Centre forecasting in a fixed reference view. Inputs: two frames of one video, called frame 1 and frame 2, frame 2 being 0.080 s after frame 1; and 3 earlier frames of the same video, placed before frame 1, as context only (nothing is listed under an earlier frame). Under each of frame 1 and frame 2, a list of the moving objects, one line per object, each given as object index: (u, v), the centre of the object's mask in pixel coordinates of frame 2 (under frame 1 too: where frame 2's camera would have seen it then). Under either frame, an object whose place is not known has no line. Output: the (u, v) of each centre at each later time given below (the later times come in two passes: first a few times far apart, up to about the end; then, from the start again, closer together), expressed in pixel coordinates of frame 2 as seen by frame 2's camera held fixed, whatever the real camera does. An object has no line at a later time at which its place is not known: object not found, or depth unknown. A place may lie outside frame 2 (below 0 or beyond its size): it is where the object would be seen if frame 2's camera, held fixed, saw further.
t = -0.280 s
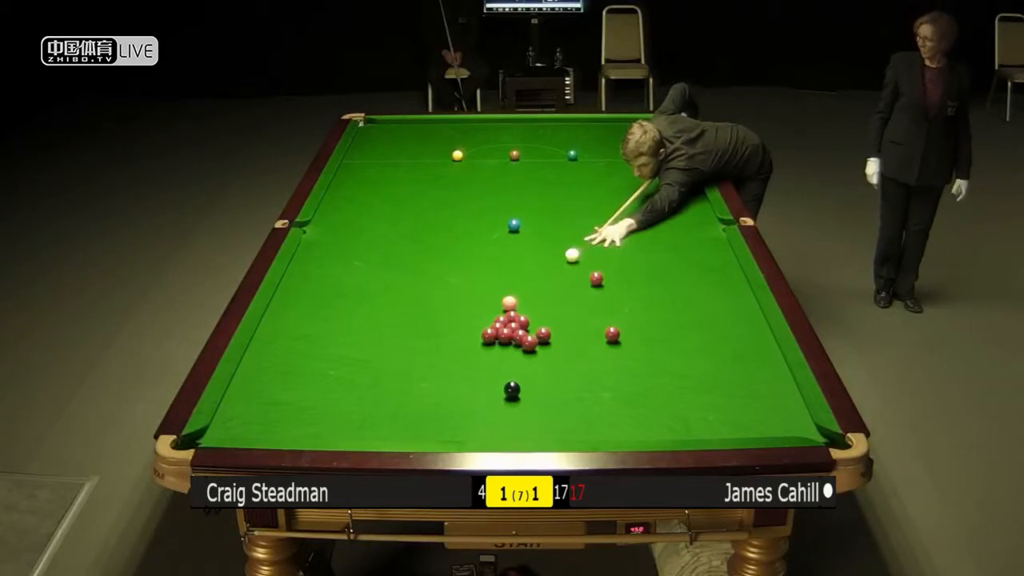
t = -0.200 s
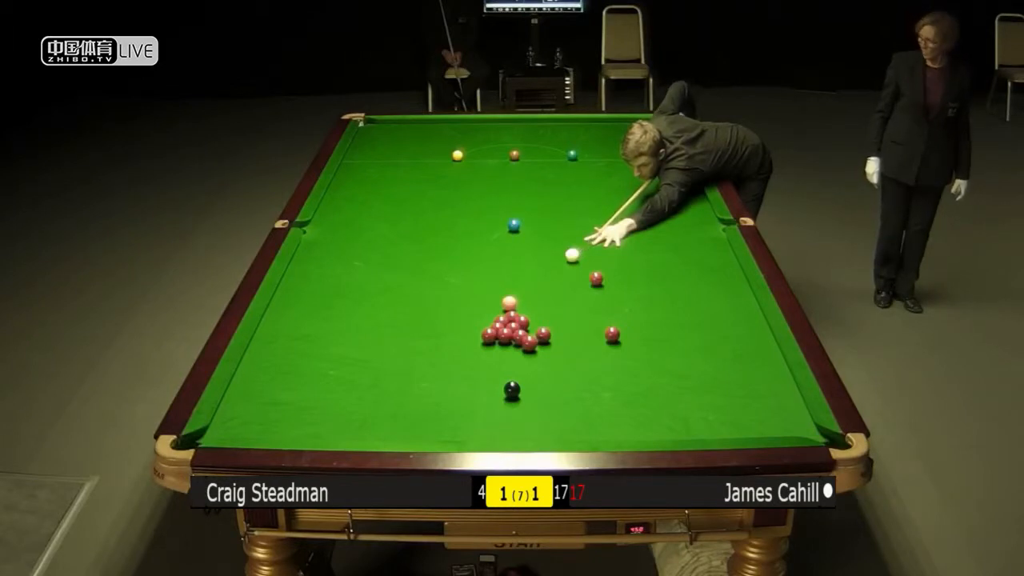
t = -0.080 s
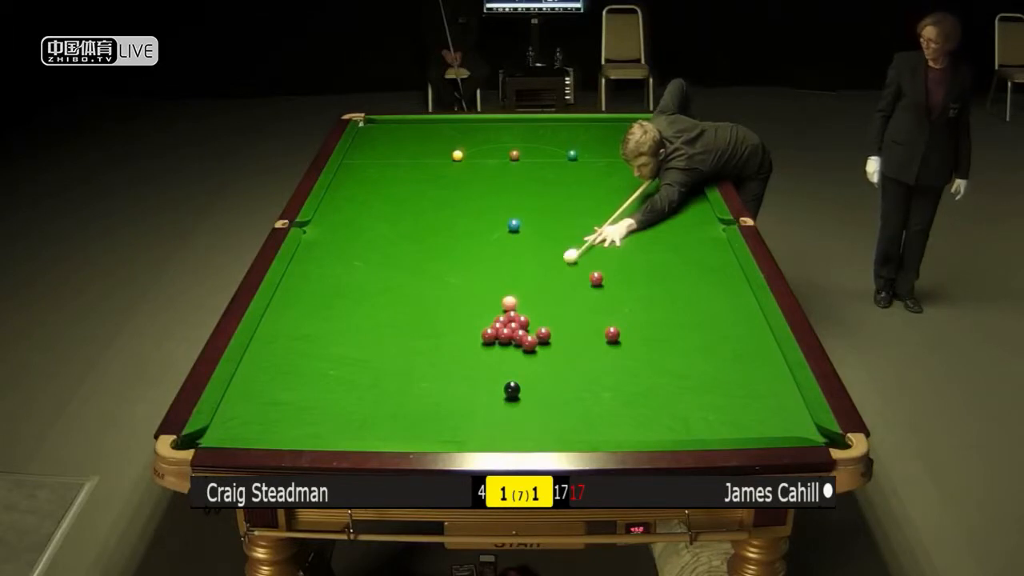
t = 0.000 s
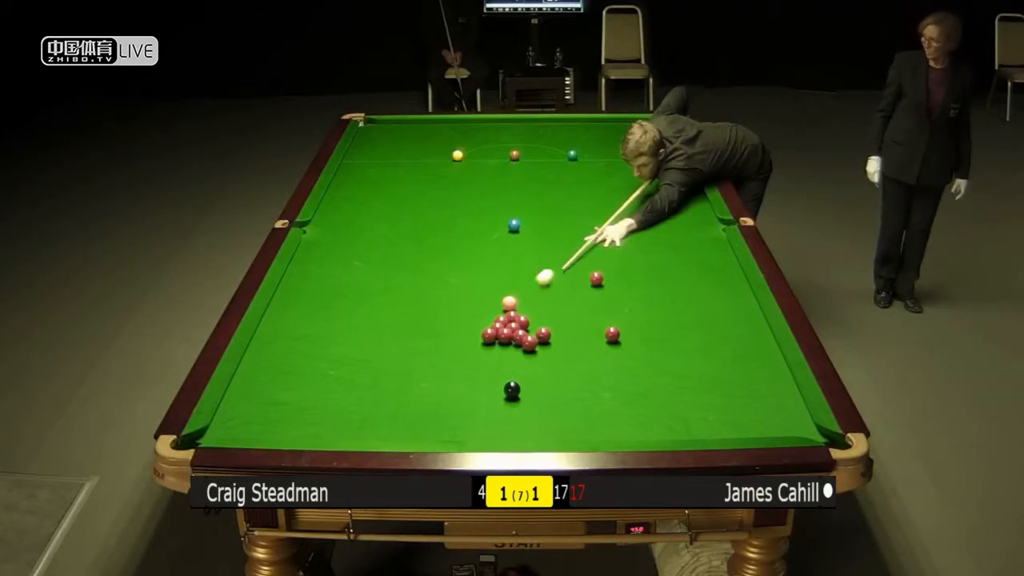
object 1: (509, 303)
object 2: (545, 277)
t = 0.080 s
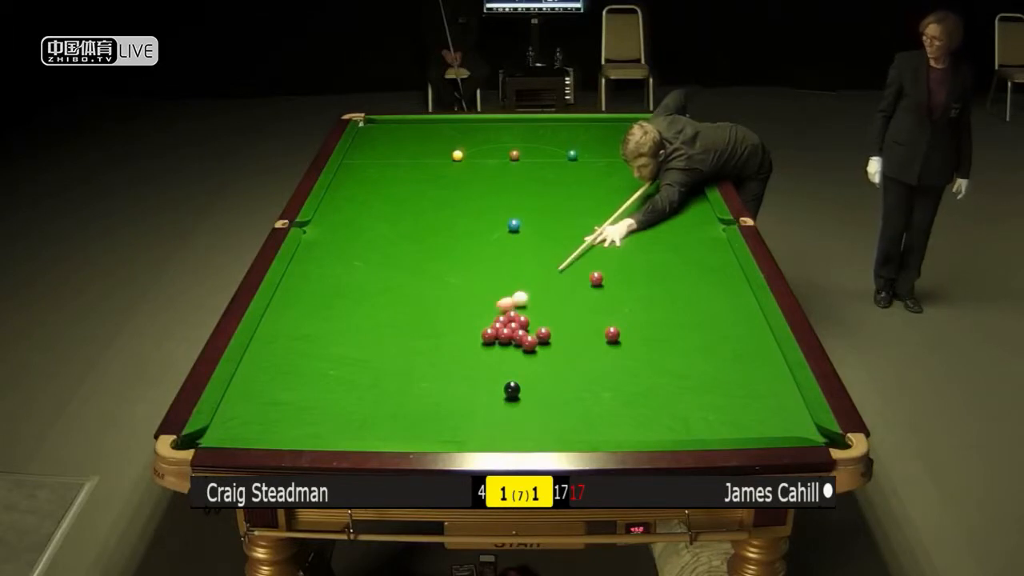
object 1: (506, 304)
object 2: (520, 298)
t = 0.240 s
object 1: (425, 343)
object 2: (540, 304)
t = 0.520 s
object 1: (283, 409)
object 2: (575, 305)
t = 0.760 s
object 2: (603, 306)
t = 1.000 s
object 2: (630, 306)
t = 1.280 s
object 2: (660, 306)
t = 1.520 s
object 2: (685, 306)
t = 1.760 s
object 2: (708, 306)
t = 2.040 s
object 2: (732, 306)
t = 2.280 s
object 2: (752, 306)
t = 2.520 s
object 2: (742, 306)
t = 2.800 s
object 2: (730, 305)
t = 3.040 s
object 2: (721, 304)
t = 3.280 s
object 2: (714, 303)
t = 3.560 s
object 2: (706, 303)
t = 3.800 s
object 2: (701, 303)
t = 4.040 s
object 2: (698, 303)
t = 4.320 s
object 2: (694, 302)
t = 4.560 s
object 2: (693, 302)
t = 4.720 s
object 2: (692, 302)
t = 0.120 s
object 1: (486, 314)
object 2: (525, 300)
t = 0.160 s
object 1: (466, 324)
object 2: (530, 302)
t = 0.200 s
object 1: (446, 334)
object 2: (535, 303)
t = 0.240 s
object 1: (425, 343)
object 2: (540, 304)
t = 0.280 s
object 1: (404, 353)
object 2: (545, 305)
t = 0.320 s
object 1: (384, 362)
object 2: (550, 305)
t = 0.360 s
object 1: (363, 372)
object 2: (555, 305)
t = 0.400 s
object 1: (343, 381)
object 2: (560, 305)
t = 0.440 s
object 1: (324, 391)
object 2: (565, 305)
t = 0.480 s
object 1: (303, 400)
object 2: (570, 305)
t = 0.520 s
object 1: (283, 409)
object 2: (575, 305)
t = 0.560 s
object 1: (262, 419)
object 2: (580, 305)
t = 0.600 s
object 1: (241, 427)
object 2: (584, 305)
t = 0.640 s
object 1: (217, 433)
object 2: (589, 306)
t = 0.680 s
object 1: (201, 437)
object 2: (594, 306)
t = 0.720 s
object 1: (199, 442)
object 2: (599, 306)
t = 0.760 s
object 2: (603, 306)
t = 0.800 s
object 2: (608, 305)
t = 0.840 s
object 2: (613, 306)
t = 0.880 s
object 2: (617, 306)
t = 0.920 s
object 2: (621, 306)
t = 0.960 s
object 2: (626, 306)
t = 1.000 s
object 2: (630, 306)
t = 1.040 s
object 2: (635, 306)
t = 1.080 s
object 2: (639, 306)
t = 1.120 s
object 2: (643, 306)
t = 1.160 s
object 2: (648, 306)
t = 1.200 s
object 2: (652, 305)
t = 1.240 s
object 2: (656, 305)
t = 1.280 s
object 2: (660, 306)
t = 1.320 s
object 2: (664, 305)
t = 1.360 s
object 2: (669, 305)
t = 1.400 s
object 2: (673, 305)
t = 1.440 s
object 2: (677, 305)
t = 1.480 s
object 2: (680, 306)
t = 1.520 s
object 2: (685, 306)
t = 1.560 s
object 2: (688, 306)
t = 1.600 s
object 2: (692, 305)
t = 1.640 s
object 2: (696, 306)
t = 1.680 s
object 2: (700, 306)
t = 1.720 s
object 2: (704, 306)
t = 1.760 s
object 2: (708, 306)
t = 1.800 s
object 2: (711, 306)
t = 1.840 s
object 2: (715, 306)
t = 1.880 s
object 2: (718, 306)
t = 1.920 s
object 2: (722, 306)
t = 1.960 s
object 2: (725, 306)
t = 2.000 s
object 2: (729, 306)
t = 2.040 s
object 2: (732, 306)
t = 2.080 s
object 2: (736, 306)
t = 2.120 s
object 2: (739, 306)
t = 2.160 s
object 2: (742, 306)
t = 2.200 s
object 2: (746, 306)
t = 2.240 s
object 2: (749, 306)
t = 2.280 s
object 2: (752, 306)
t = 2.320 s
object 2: (752, 306)
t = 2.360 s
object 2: (750, 306)
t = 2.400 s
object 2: (748, 306)
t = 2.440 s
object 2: (746, 306)
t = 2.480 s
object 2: (744, 306)
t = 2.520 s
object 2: (742, 306)
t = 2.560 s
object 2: (740, 305)
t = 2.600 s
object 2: (739, 305)
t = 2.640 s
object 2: (737, 305)
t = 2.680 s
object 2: (735, 305)
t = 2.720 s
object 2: (734, 305)
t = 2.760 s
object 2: (732, 305)
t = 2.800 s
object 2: (730, 305)
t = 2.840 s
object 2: (729, 305)
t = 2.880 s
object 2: (727, 304)
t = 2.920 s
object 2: (726, 304)
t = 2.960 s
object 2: (724, 304)
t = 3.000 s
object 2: (723, 304)
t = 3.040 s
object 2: (721, 304)
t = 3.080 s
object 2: (720, 304)
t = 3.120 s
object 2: (718, 304)
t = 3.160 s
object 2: (717, 304)
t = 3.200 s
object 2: (716, 304)
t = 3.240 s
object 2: (715, 303)
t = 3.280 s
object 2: (714, 303)
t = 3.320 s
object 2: (713, 303)
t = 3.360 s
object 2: (711, 303)
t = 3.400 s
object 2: (710, 303)
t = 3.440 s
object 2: (709, 303)
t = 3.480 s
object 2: (708, 303)
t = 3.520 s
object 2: (707, 303)
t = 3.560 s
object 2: (706, 303)
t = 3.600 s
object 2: (705, 303)
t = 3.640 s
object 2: (705, 303)
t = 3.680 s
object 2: (704, 303)
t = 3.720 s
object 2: (703, 303)
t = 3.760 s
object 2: (702, 303)
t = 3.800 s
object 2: (701, 303)
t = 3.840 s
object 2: (700, 303)
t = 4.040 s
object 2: (698, 303)
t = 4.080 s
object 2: (697, 303)
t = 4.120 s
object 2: (696, 302)
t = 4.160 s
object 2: (696, 302)
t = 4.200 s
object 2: (696, 302)
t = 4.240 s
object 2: (695, 302)
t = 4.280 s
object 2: (695, 302)
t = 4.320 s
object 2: (694, 302)
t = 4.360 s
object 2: (694, 302)
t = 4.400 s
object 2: (693, 302)
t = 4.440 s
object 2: (693, 302)
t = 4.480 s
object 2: (693, 302)
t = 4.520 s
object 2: (693, 302)
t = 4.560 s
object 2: (693, 302)
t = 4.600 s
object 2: (693, 302)
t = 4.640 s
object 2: (693, 302)
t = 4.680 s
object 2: (692, 302)
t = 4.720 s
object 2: (692, 302)
